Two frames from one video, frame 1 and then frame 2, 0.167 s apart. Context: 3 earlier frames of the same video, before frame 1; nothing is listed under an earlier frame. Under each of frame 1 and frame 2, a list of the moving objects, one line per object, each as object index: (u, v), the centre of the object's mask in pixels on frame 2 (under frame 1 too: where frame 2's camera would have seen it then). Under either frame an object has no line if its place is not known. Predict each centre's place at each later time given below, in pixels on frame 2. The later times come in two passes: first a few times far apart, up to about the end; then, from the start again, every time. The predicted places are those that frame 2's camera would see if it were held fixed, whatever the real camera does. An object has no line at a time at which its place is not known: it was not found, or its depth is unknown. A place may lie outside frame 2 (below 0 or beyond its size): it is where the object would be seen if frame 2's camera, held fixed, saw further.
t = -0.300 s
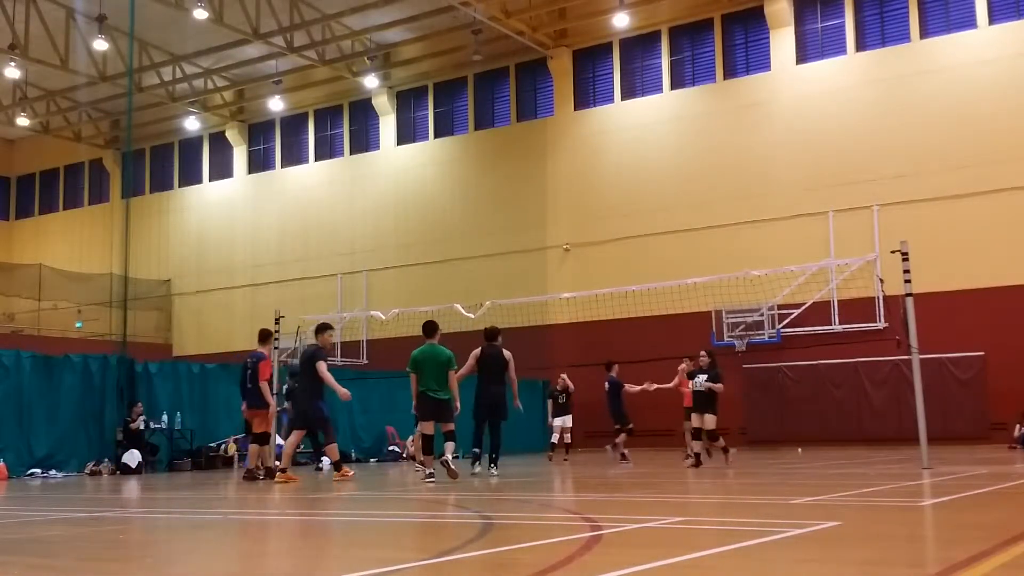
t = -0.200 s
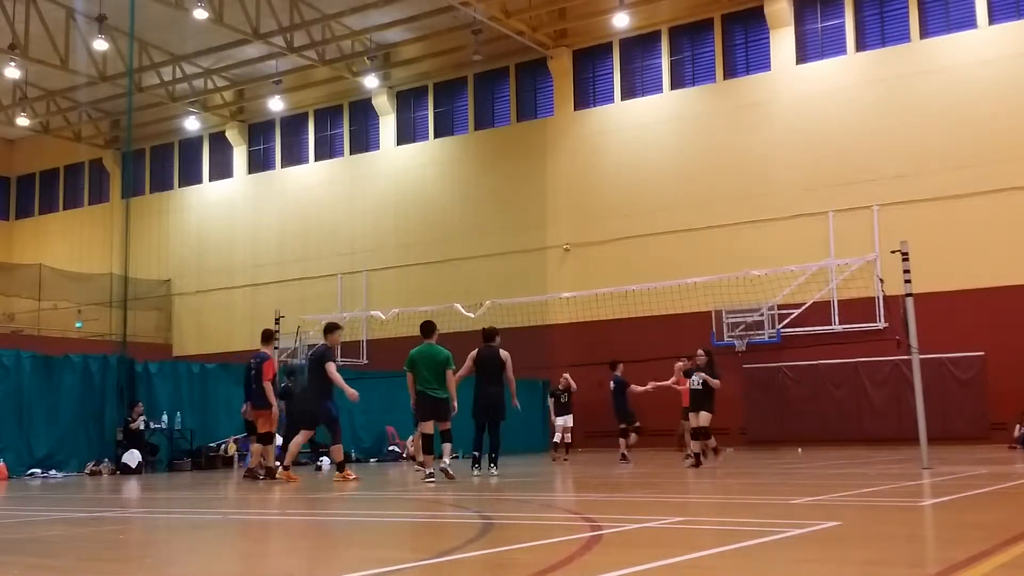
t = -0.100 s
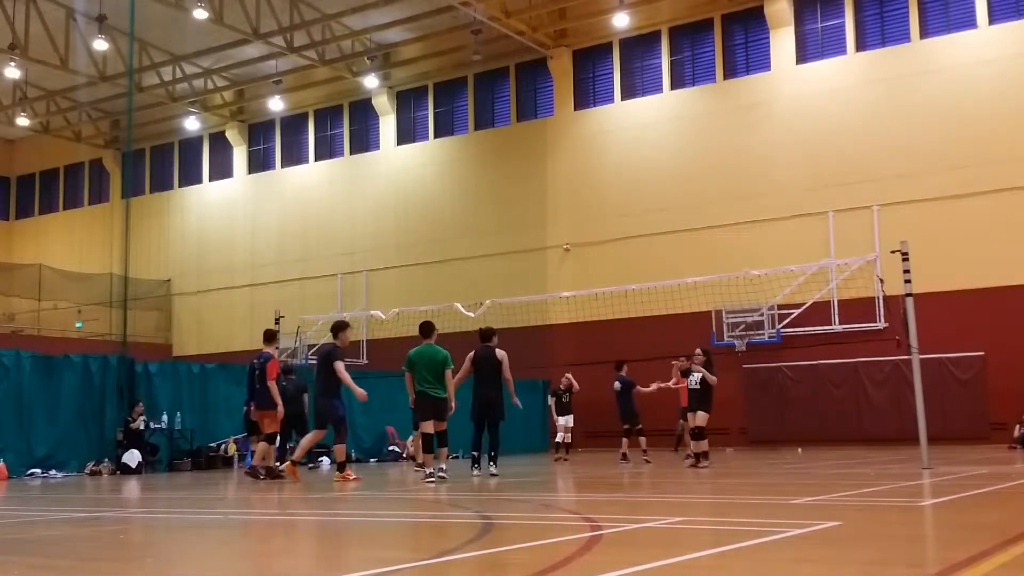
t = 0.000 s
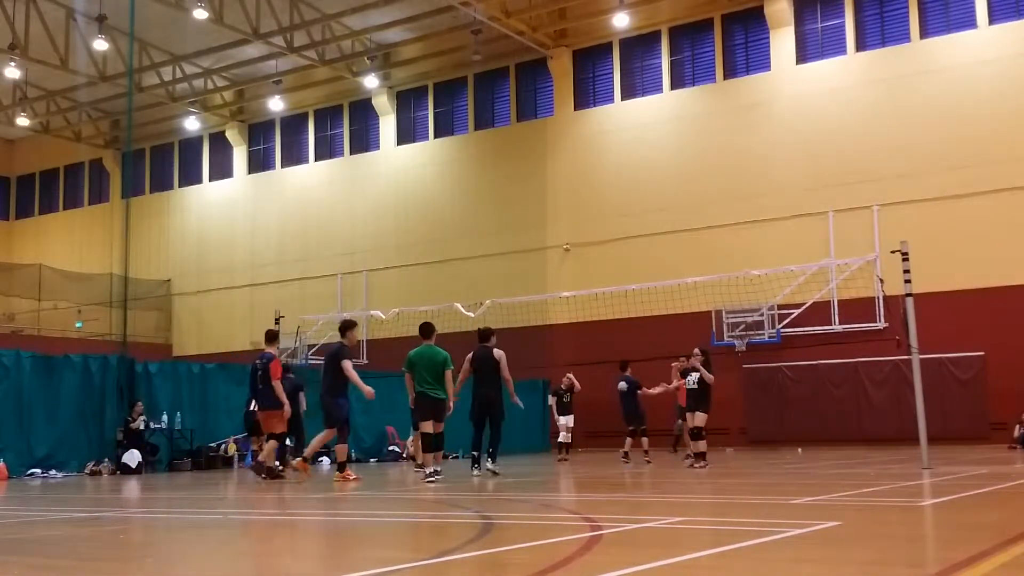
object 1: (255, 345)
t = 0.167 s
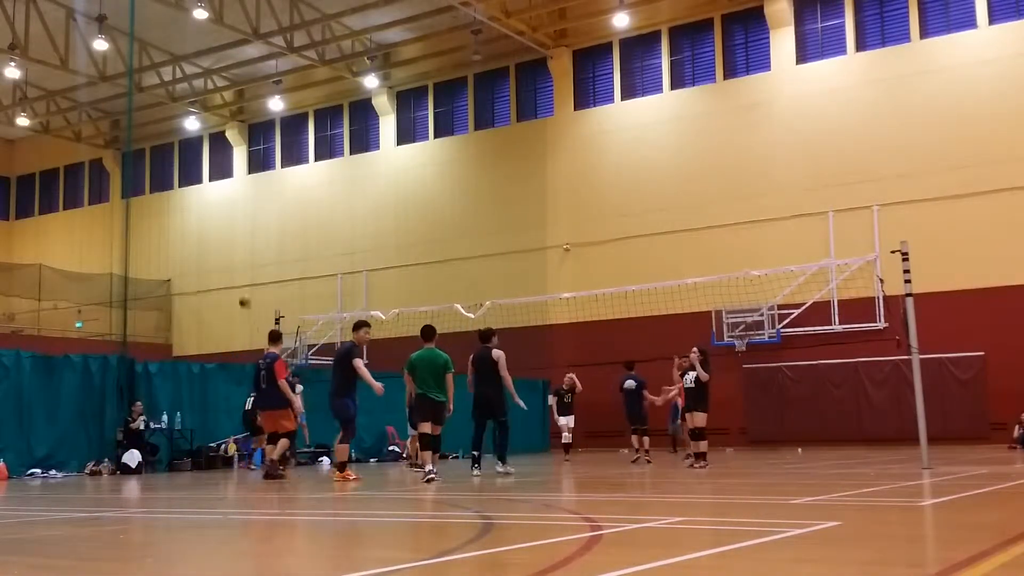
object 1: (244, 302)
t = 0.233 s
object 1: (240, 289)
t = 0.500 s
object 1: (220, 258)
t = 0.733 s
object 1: (200, 265)
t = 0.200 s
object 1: (241, 296)
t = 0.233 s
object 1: (240, 289)
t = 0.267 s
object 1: (237, 284)
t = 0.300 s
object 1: (235, 279)
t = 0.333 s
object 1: (232, 273)
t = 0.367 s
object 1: (229, 269)
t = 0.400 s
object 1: (227, 266)
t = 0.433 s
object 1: (225, 262)
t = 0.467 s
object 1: (222, 258)
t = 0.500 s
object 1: (220, 258)
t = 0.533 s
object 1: (217, 257)
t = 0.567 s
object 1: (214, 257)
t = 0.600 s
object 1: (211, 257)
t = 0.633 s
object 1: (209, 259)
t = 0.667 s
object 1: (207, 259)
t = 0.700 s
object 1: (203, 262)
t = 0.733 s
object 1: (200, 265)
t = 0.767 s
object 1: (198, 269)
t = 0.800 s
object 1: (195, 274)
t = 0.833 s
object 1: (192, 279)
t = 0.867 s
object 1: (188, 286)
